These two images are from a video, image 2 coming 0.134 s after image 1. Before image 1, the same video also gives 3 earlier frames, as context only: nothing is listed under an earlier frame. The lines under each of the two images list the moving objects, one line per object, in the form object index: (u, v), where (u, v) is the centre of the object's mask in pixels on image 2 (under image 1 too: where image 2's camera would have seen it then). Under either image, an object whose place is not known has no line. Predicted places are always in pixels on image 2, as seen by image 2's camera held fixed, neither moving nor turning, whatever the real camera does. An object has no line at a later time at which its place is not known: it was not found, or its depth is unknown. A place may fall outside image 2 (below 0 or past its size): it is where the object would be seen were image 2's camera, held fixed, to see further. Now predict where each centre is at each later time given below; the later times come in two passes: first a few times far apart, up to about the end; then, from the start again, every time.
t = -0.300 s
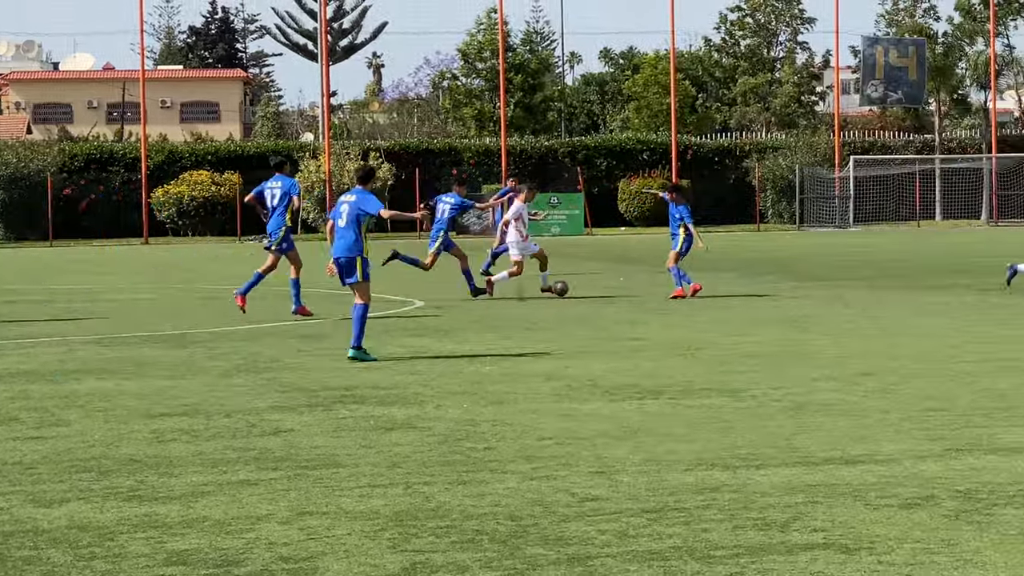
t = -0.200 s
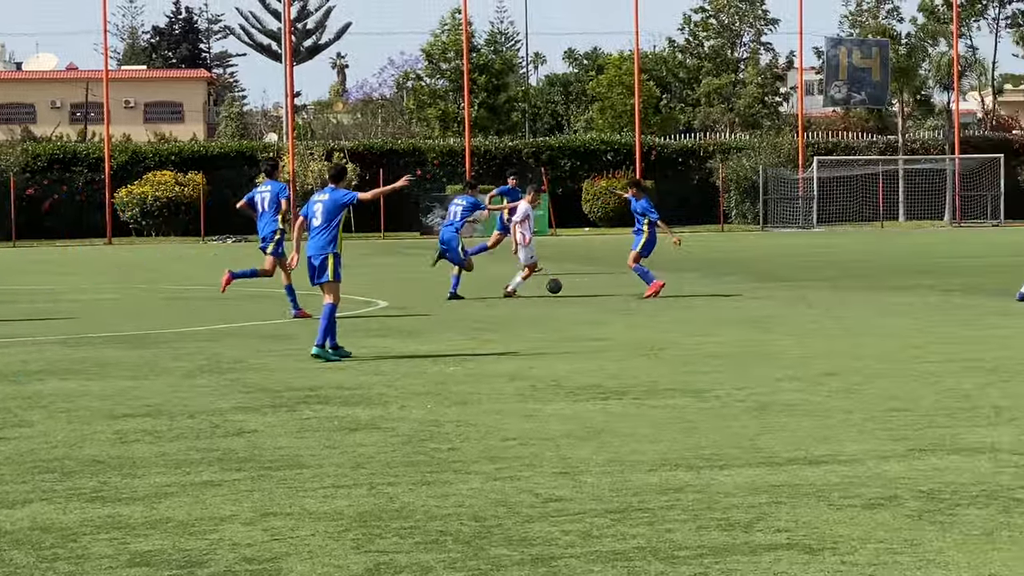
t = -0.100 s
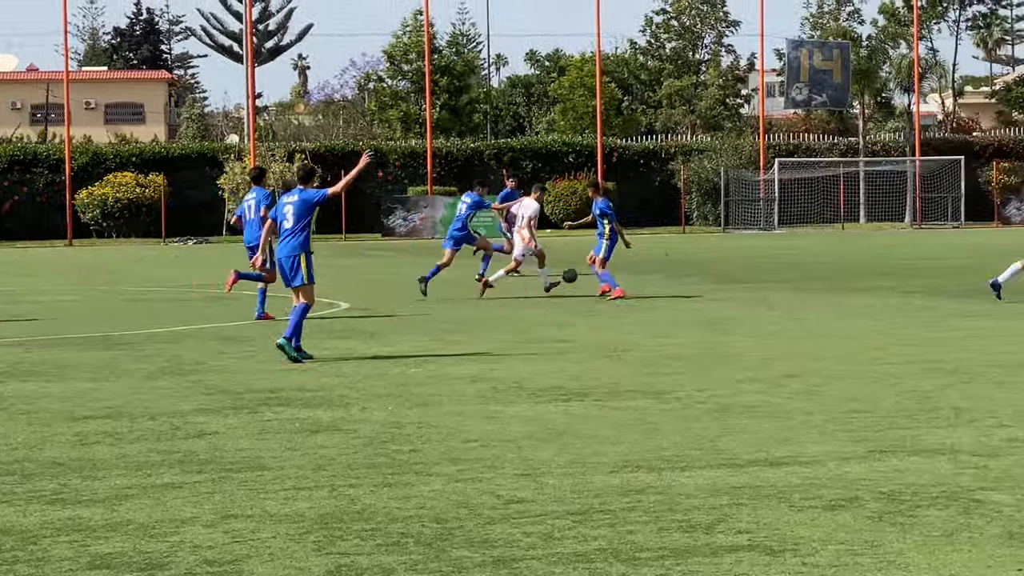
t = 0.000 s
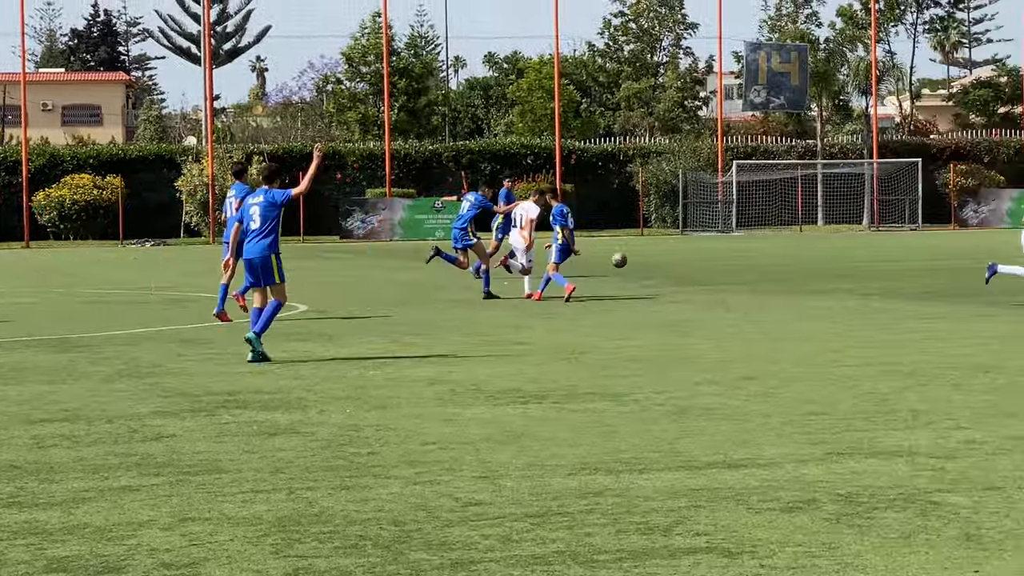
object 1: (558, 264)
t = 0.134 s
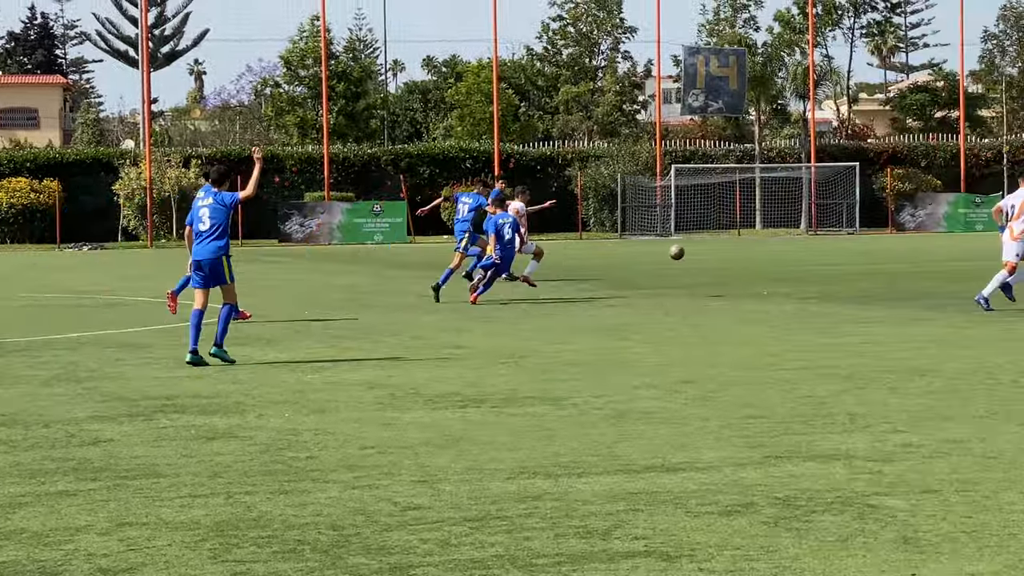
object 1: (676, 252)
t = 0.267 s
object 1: (792, 252)
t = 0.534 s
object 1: (1015, 276)
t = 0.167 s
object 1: (706, 251)
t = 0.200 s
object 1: (735, 250)
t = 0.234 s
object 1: (764, 251)
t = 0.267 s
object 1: (792, 252)
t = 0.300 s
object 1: (821, 253)
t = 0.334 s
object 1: (850, 255)
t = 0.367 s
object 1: (879, 258)
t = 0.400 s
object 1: (907, 262)
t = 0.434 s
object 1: (936, 267)
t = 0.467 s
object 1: (964, 272)
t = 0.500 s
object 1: (992, 279)
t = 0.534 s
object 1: (1015, 276)
